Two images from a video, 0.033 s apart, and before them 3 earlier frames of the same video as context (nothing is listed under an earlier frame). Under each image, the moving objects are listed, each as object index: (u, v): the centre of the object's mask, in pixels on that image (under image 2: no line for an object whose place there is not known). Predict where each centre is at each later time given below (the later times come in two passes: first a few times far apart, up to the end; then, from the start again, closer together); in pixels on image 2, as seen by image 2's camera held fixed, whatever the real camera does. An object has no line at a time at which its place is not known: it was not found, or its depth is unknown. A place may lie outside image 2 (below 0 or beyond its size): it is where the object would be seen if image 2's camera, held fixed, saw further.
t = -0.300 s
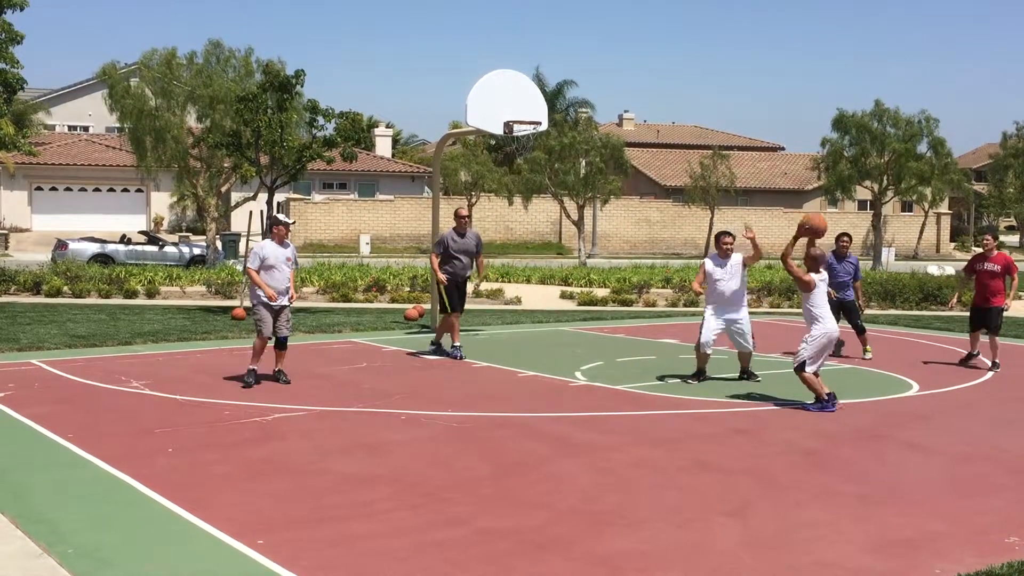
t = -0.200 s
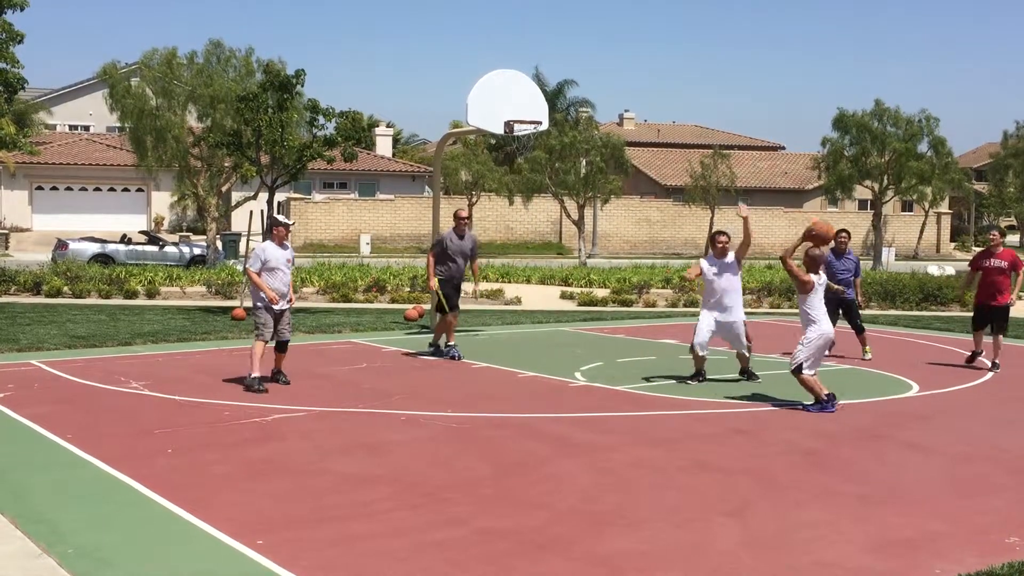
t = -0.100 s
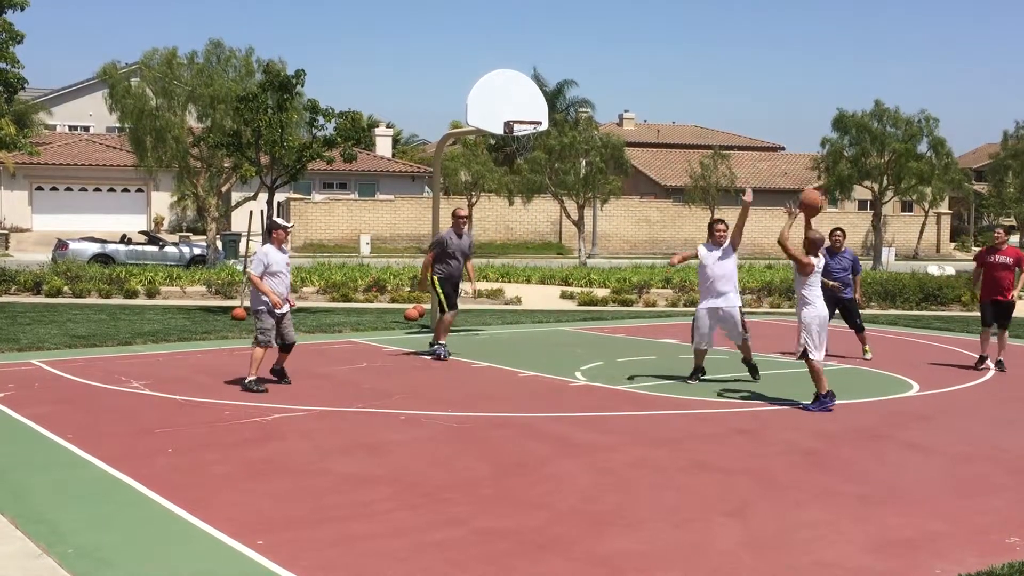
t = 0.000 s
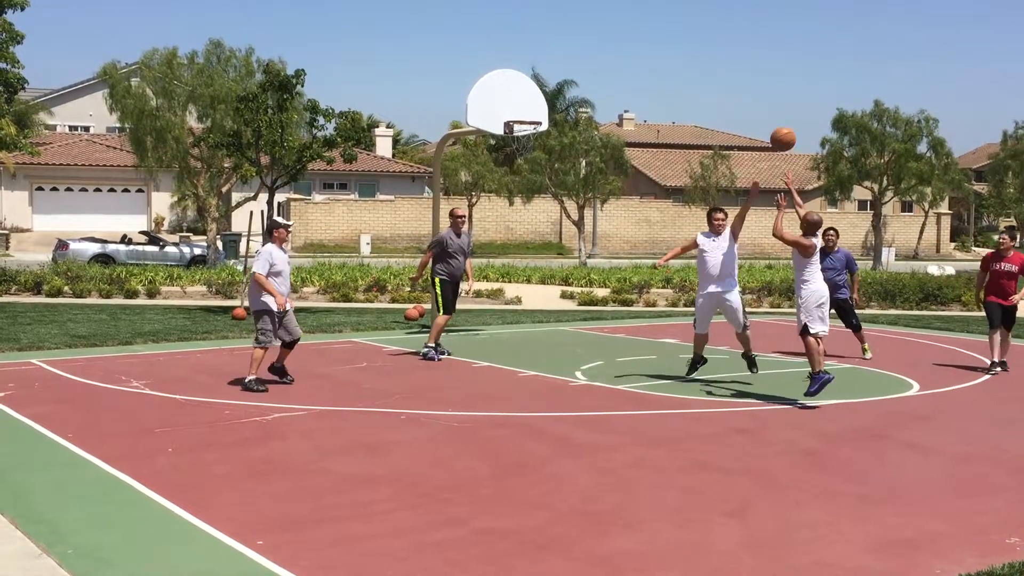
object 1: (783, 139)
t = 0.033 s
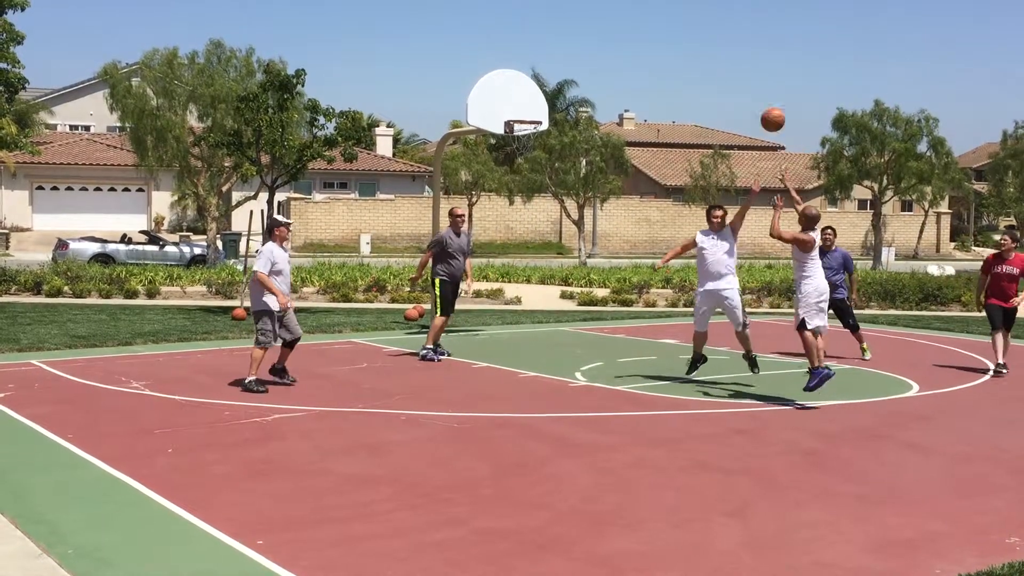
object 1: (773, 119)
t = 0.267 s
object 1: (705, 28)
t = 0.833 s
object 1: (581, 25)
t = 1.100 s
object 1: (535, 105)
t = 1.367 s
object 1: (515, 139)
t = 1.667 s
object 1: (519, 142)
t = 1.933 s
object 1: (532, 157)
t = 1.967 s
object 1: (533, 162)
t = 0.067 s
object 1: (763, 104)
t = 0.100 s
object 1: (753, 86)
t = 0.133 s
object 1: (741, 74)
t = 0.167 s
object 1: (734, 59)
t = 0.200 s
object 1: (725, 47)
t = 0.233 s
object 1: (716, 35)
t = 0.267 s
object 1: (705, 28)
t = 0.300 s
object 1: (698, 19)
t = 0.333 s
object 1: (689, 11)
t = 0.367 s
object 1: (681, 5)
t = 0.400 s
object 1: (672, 5)
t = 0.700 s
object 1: (606, 5)
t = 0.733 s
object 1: (601, 8)
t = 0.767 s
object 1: (594, 11)
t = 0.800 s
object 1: (589, 15)
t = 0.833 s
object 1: (581, 25)
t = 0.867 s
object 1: (575, 32)
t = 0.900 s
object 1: (571, 40)
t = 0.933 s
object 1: (563, 51)
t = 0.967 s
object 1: (558, 59)
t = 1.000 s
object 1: (551, 70)
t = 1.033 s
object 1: (545, 81)
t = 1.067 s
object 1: (542, 91)
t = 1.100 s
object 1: (535, 105)
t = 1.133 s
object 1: (530, 117)
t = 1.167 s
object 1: (524, 132)
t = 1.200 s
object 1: (520, 135)
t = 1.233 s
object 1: (519, 137)
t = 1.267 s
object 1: (517, 139)
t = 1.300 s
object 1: (516, 139)
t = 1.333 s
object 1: (515, 140)
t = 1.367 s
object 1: (515, 139)
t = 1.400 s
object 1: (515, 136)
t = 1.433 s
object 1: (514, 140)
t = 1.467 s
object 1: (513, 140)
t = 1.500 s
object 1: (511, 141)
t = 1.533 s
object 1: (513, 140)
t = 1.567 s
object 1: (511, 140)
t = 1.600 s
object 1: (513, 141)
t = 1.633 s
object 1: (516, 141)
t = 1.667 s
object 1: (519, 142)
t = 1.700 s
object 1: (521, 143)
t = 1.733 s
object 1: (522, 143)
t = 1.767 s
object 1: (524, 144)
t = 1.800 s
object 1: (525, 144)
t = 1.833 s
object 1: (528, 147)
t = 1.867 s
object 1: (529, 149)
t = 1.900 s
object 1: (529, 152)
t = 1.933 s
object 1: (532, 157)
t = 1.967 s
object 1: (533, 162)
